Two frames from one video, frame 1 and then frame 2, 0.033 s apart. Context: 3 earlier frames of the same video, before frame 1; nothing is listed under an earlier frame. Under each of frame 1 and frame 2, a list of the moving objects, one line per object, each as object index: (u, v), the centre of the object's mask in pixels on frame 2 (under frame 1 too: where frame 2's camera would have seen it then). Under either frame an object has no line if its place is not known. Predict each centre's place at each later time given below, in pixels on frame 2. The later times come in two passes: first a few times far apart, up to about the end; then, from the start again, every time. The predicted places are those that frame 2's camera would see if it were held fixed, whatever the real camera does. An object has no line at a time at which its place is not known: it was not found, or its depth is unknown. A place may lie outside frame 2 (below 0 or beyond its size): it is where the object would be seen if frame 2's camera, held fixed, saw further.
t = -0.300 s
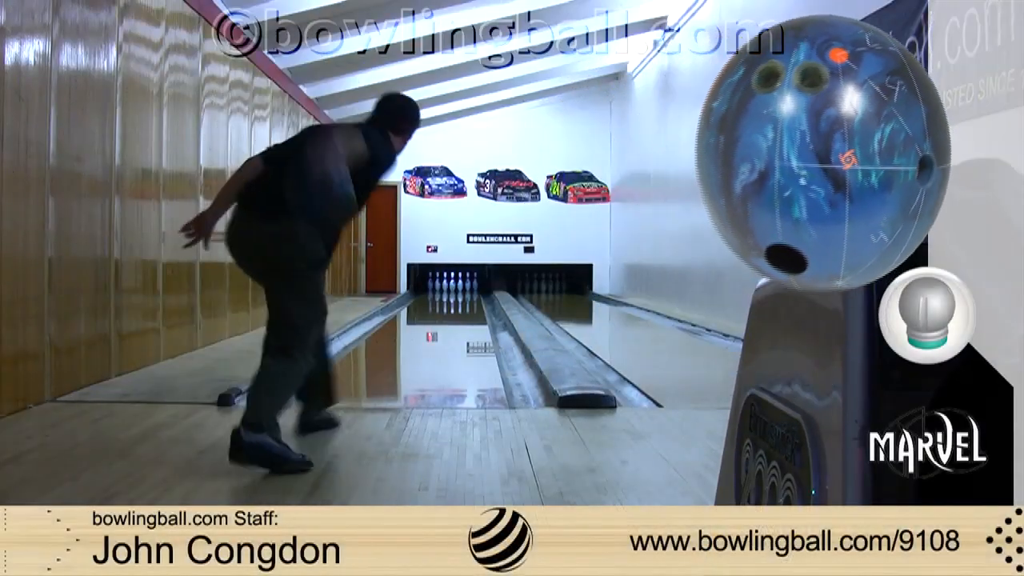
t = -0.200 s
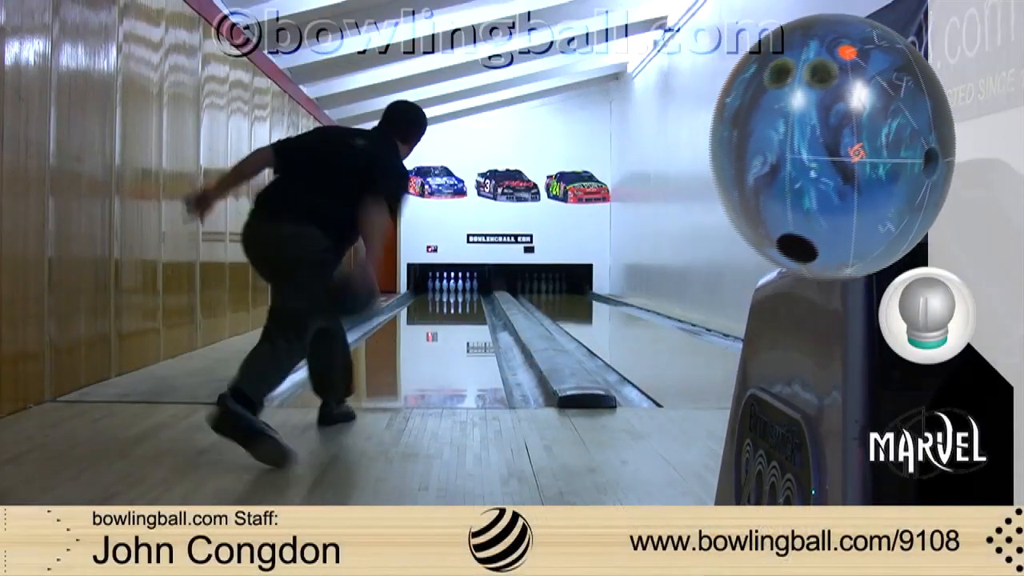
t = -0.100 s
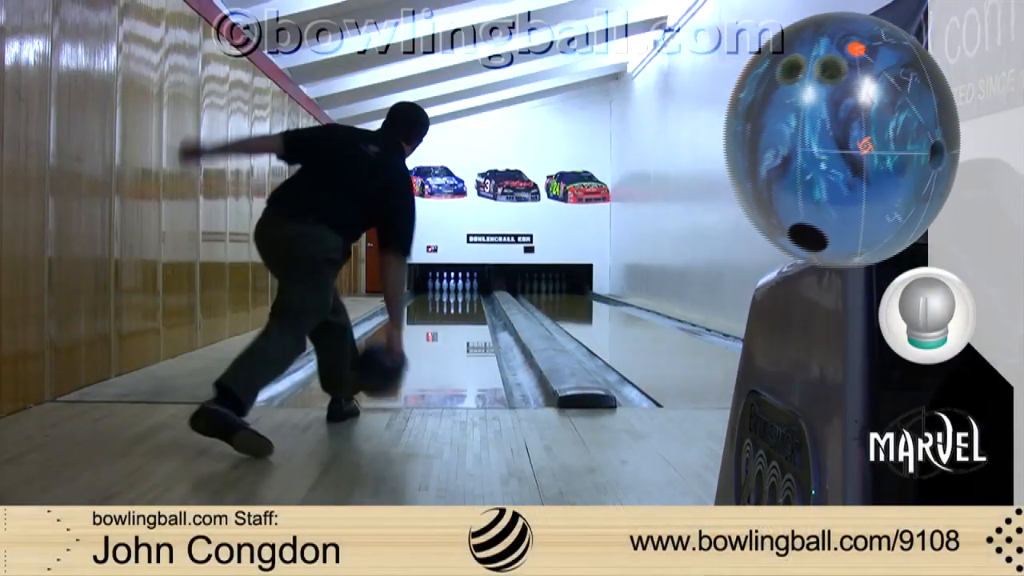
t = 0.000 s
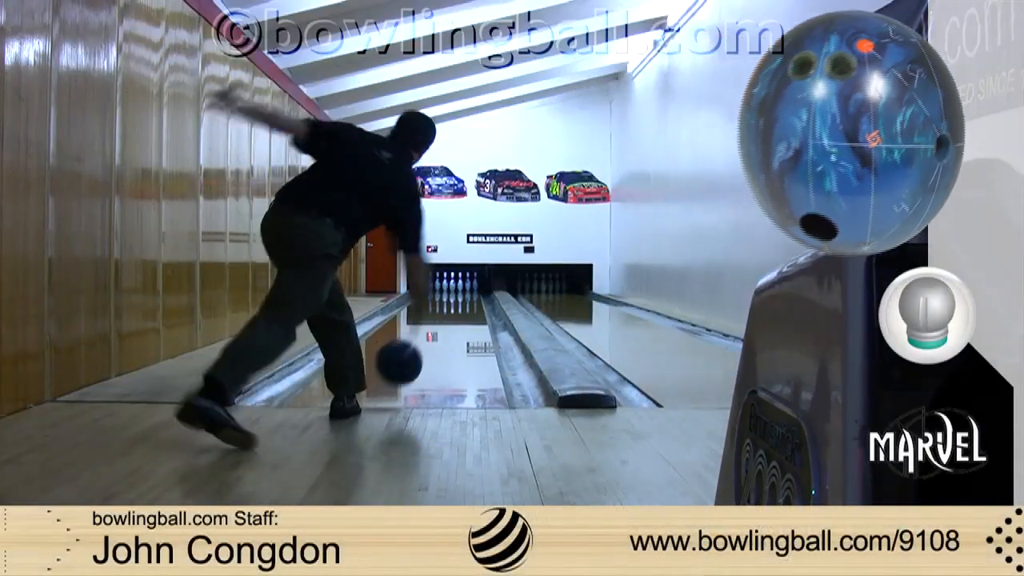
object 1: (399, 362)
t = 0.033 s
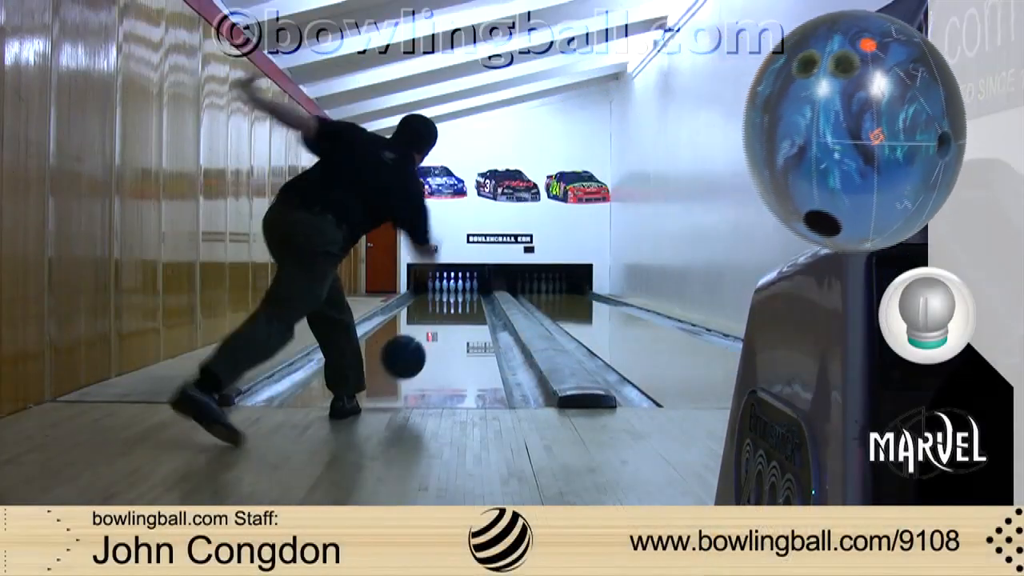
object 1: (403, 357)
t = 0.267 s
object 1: (424, 353)
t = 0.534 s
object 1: (440, 332)
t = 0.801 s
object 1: (450, 319)
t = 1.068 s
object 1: (454, 310)
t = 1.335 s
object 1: (459, 303)
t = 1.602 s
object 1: (461, 298)
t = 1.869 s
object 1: (462, 294)
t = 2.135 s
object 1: (461, 291)
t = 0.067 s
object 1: (407, 354)
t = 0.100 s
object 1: (411, 353)
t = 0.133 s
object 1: (414, 354)
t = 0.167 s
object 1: (417, 357)
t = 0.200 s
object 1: (420, 358)
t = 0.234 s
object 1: (423, 355)
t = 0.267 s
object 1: (424, 353)
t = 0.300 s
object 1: (428, 349)
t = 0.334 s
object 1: (430, 346)
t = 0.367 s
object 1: (431, 343)
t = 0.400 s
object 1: (434, 341)
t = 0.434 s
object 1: (435, 338)
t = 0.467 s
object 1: (437, 336)
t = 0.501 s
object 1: (438, 334)
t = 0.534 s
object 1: (440, 332)
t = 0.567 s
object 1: (441, 330)
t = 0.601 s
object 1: (443, 328)
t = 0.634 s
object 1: (445, 326)
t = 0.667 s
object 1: (446, 325)
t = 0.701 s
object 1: (447, 323)
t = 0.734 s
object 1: (448, 322)
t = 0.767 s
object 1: (448, 321)
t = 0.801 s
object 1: (450, 319)
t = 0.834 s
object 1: (450, 317)
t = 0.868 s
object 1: (451, 316)
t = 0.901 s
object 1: (451, 315)
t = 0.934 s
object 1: (452, 314)
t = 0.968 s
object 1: (453, 313)
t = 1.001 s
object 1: (453, 312)
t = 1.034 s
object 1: (454, 311)
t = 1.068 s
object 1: (454, 310)
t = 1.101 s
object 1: (455, 309)
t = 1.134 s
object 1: (456, 308)
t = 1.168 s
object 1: (457, 307)
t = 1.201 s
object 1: (457, 306)
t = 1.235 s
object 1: (457, 306)
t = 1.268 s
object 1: (458, 304)
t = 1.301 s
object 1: (458, 304)
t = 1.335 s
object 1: (459, 303)
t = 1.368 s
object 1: (458, 303)
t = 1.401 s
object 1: (459, 303)
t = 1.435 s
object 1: (460, 302)
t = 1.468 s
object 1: (459, 301)
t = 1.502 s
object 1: (460, 300)
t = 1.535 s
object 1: (460, 300)
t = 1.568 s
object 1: (460, 299)
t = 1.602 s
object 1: (461, 298)
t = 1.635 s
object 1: (462, 297)
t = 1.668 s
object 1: (462, 297)
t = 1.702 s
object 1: (462, 297)
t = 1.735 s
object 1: (463, 296)
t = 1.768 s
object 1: (463, 296)
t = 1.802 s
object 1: (462, 295)
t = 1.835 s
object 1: (462, 294)
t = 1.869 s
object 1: (462, 294)
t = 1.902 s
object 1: (462, 293)
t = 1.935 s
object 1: (462, 293)
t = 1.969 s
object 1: (462, 293)
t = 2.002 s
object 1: (462, 292)
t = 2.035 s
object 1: (462, 292)
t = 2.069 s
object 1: (462, 292)
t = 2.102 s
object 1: (462, 291)
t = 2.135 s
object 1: (461, 291)
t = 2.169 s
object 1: (461, 291)
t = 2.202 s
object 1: (461, 290)
